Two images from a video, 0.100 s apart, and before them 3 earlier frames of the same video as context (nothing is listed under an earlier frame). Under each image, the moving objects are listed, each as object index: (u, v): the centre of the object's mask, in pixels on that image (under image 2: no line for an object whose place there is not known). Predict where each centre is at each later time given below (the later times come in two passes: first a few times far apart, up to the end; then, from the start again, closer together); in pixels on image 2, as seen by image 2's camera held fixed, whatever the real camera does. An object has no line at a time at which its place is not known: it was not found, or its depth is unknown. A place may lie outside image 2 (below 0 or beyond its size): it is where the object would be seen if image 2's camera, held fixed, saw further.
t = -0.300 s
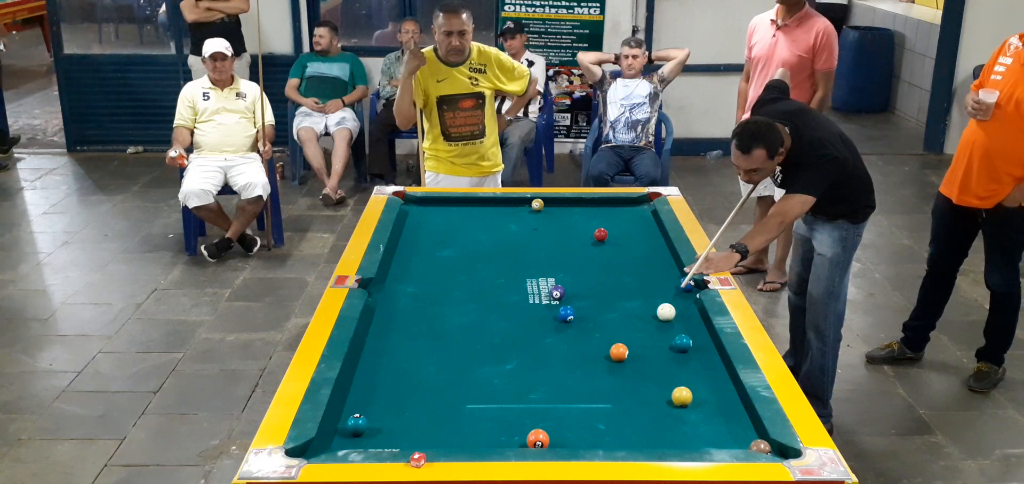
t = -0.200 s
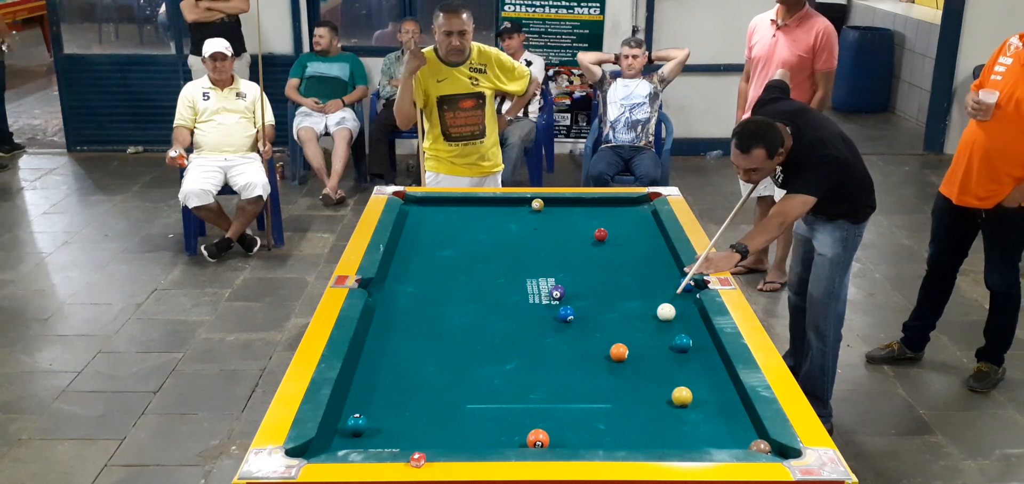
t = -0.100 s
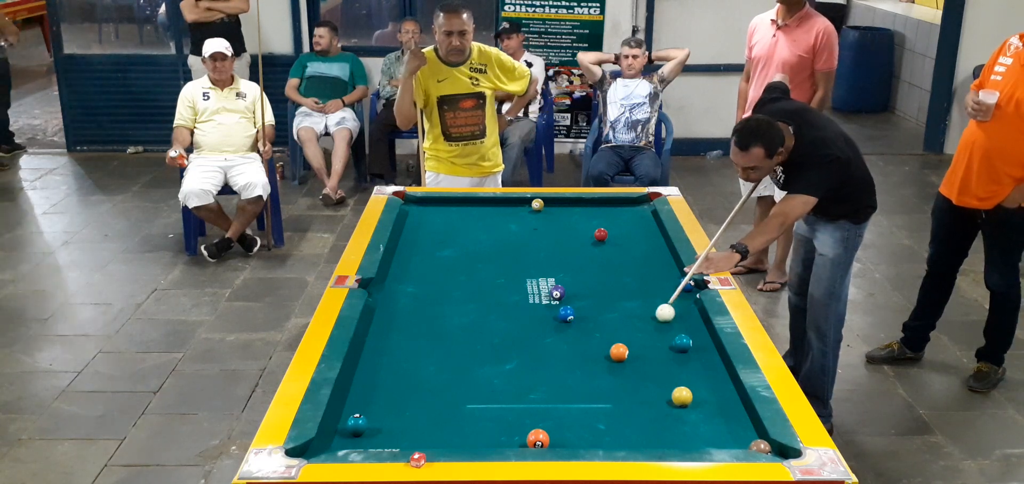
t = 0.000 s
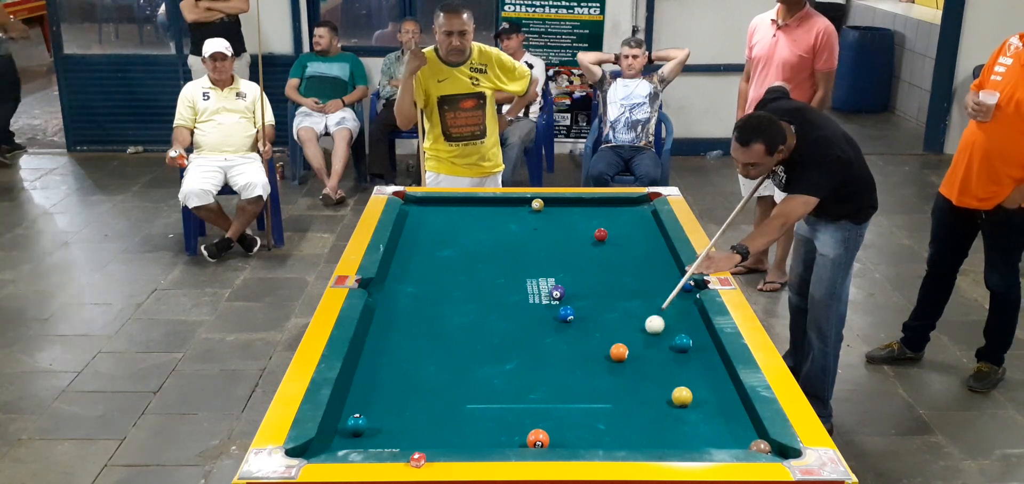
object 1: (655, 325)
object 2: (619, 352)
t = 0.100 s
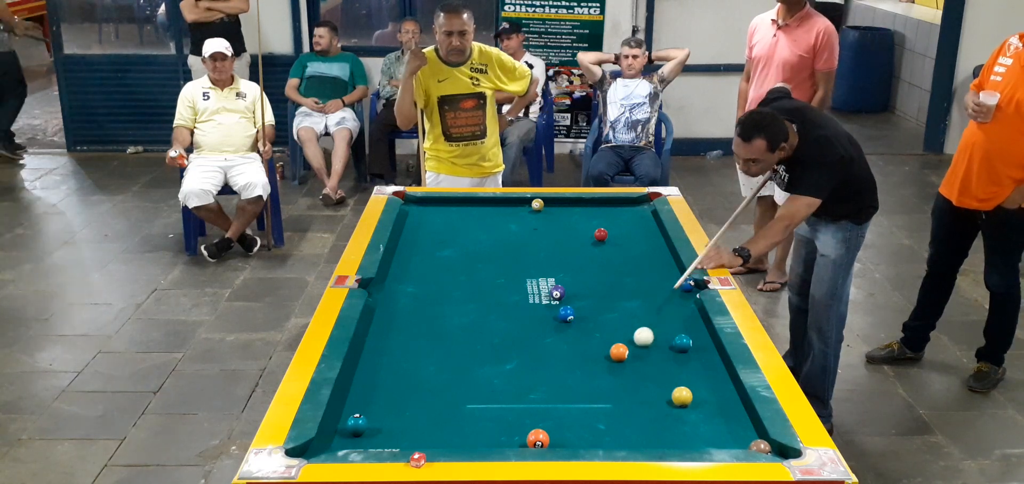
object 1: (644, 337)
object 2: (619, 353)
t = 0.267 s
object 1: (637, 354)
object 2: (600, 358)
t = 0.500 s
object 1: (640, 376)
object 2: (557, 372)
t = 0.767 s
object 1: (644, 402)
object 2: (508, 387)
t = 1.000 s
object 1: (648, 425)
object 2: (466, 400)
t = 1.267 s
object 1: (650, 441)
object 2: (417, 416)
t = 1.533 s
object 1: (644, 427)
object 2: (372, 432)
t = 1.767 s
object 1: (638, 416)
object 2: (346, 444)
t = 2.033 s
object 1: (634, 406)
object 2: (331, 441)
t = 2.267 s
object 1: (630, 399)
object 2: (331, 436)
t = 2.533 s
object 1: (628, 394)
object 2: (338, 432)
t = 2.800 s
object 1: (626, 391)
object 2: (342, 431)
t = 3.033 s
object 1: (625, 390)
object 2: (343, 431)
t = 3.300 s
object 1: (625, 390)
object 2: (343, 431)
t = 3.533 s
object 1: (625, 390)
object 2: (343, 431)
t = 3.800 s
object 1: (625, 390)
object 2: (343, 431)
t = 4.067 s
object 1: (625, 390)
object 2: (343, 431)
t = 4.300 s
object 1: (625, 390)
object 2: (343, 431)
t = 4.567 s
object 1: (625, 390)
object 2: (343, 431)
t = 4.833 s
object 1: (625, 390)
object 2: (343, 431)
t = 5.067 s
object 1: (625, 390)
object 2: (344, 431)
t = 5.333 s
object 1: (625, 390)
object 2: (343, 431)
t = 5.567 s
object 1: (625, 390)
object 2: (343, 431)
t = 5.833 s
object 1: (625, 390)
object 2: (343, 431)
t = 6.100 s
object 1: (625, 390)
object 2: (344, 430)
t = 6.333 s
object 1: (625, 390)
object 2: (343, 431)
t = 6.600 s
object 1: (625, 390)
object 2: (343, 431)
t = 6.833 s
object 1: (625, 390)
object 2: (343, 431)
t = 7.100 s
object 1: (625, 390)
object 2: (343, 431)
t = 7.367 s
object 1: (625, 390)
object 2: (343, 431)
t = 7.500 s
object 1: (625, 390)
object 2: (343, 431)
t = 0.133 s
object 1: (640, 341)
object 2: (619, 353)
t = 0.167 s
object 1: (636, 345)
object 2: (619, 353)
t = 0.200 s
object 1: (635, 349)
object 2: (614, 354)
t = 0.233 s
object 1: (636, 352)
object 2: (607, 356)
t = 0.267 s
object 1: (637, 354)
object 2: (600, 358)
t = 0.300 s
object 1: (637, 358)
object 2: (594, 360)
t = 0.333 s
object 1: (638, 361)
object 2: (588, 362)
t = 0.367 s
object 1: (638, 364)
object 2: (582, 364)
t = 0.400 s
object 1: (638, 367)
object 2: (576, 366)
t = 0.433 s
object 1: (639, 370)
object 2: (570, 368)
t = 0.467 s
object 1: (639, 373)
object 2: (563, 370)
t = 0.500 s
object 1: (640, 376)
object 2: (557, 372)
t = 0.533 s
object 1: (640, 380)
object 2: (551, 373)
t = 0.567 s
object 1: (641, 383)
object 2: (545, 375)
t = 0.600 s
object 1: (641, 386)
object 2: (539, 377)
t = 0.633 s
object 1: (642, 389)
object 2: (533, 379)
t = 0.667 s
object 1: (643, 392)
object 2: (527, 381)
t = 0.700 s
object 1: (644, 395)
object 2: (521, 383)
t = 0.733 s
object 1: (644, 399)
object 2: (515, 385)
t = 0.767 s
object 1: (644, 402)
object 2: (508, 387)
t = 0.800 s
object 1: (644, 405)
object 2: (502, 389)
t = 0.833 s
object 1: (645, 409)
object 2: (496, 391)
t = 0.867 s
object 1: (645, 412)
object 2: (490, 393)
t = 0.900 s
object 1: (646, 415)
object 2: (484, 395)
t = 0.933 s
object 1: (647, 419)
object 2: (478, 397)
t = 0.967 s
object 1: (647, 422)
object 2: (472, 398)
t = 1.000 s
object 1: (648, 425)
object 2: (466, 400)
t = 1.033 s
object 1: (649, 429)
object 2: (460, 402)
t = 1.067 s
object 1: (649, 432)
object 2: (454, 405)
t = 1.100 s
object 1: (650, 435)
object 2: (448, 406)
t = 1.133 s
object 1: (650, 438)
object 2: (441, 408)
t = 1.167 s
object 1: (651, 440)
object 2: (435, 410)
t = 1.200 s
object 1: (651, 442)
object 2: (429, 412)
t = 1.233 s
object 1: (651, 442)
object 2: (423, 414)
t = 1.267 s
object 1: (650, 441)
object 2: (417, 416)
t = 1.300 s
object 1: (649, 439)
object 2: (411, 418)
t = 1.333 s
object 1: (648, 437)
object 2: (405, 420)
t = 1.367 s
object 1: (648, 436)
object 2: (399, 422)
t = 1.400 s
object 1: (647, 434)
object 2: (393, 424)
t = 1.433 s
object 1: (646, 432)
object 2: (387, 426)
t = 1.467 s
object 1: (645, 430)
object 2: (381, 428)
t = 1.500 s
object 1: (644, 429)
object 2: (375, 430)
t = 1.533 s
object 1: (644, 427)
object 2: (372, 432)
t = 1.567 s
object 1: (643, 425)
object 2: (368, 434)
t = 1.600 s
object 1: (642, 424)
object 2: (364, 437)
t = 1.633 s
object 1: (641, 422)
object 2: (361, 438)
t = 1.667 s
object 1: (640, 420)
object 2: (357, 440)
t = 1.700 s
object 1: (640, 419)
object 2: (354, 441)
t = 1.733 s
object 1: (639, 418)
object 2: (350, 443)
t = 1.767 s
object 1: (638, 416)
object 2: (346, 444)
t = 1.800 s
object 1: (638, 415)
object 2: (343, 445)
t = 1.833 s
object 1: (637, 413)
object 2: (341, 444)
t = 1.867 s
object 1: (636, 412)
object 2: (340, 444)
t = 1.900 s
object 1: (636, 411)
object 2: (338, 443)
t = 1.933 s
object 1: (635, 409)
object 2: (336, 442)
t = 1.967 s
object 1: (635, 408)
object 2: (335, 442)
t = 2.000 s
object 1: (634, 407)
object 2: (333, 441)
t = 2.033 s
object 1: (634, 406)
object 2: (331, 441)
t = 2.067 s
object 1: (633, 405)
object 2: (330, 440)
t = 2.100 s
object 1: (633, 404)
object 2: (328, 439)
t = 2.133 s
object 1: (632, 403)
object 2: (327, 438)
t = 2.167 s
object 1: (632, 402)
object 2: (328, 437)
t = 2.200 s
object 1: (631, 401)
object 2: (329, 437)
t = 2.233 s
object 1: (631, 400)
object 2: (330, 436)
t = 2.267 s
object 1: (630, 399)
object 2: (331, 436)
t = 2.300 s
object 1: (630, 399)
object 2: (332, 435)
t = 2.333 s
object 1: (629, 398)
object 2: (333, 434)
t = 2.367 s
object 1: (629, 397)
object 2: (334, 434)
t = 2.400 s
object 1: (629, 397)
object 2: (335, 434)
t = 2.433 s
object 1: (628, 396)
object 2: (336, 433)
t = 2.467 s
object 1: (628, 395)
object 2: (337, 433)
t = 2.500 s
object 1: (628, 395)
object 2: (338, 433)
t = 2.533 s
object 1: (628, 394)
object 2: (338, 432)
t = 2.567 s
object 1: (627, 394)
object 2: (339, 432)
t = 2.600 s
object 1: (627, 393)
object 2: (340, 432)
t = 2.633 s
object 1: (627, 393)
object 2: (340, 432)
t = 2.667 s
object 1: (627, 392)
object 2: (341, 432)
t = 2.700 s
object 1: (627, 392)
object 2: (341, 432)
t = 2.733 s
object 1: (626, 392)
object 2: (342, 431)
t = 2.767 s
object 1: (626, 391)
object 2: (342, 431)
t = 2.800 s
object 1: (626, 391)
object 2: (342, 431)
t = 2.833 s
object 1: (626, 391)
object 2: (342, 431)
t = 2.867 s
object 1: (626, 390)
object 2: (343, 431)
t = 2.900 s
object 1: (626, 391)
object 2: (343, 431)
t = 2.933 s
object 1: (625, 390)
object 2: (343, 431)
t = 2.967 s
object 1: (625, 390)
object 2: (343, 431)
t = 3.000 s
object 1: (625, 390)
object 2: (343, 431)
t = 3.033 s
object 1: (625, 390)
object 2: (343, 431)
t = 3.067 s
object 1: (625, 390)
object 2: (343, 431)
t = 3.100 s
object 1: (625, 390)
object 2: (343, 431)
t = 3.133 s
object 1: (625, 390)
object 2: (343, 431)
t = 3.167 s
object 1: (625, 390)
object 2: (343, 431)
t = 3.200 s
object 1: (625, 390)
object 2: (343, 431)
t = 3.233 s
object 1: (625, 390)
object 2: (343, 431)
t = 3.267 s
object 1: (625, 390)
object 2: (343, 431)
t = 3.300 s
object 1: (625, 390)
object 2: (343, 431)
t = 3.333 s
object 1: (625, 390)
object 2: (343, 431)
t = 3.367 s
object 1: (625, 390)
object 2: (343, 431)
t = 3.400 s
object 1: (625, 390)
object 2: (343, 431)
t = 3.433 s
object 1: (625, 390)
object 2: (343, 431)
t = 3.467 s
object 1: (626, 390)
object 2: (343, 431)
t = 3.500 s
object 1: (626, 390)
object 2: (343, 431)
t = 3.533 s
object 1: (625, 390)
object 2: (343, 431)
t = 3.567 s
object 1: (625, 390)
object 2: (343, 431)
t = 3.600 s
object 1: (625, 390)
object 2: (343, 431)
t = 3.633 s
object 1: (625, 390)
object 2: (343, 431)
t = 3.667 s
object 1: (625, 390)
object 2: (343, 431)
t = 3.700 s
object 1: (625, 390)
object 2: (343, 431)
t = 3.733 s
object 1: (625, 390)
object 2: (343, 431)
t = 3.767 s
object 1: (625, 390)
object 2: (343, 431)
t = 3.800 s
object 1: (625, 390)
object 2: (343, 431)
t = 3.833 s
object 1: (626, 390)
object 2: (343, 431)
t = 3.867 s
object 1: (625, 390)
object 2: (343, 431)
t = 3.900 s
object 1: (625, 390)
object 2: (343, 431)
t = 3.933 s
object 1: (625, 390)
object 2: (343, 431)
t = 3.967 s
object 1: (625, 390)
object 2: (343, 431)
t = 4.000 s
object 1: (625, 390)
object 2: (343, 431)
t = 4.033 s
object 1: (625, 390)
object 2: (343, 431)
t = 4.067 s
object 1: (625, 390)
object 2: (343, 431)
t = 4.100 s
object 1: (625, 390)
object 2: (343, 431)
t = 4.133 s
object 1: (625, 390)
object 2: (343, 431)
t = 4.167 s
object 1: (625, 390)
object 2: (343, 431)
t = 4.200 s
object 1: (625, 390)
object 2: (343, 431)
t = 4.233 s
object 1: (625, 390)
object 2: (343, 431)
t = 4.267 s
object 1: (625, 390)
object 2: (343, 431)
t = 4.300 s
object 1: (625, 390)
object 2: (343, 431)
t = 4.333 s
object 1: (625, 390)
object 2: (343, 431)
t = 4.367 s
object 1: (625, 390)
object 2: (343, 431)
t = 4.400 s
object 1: (625, 390)
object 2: (343, 431)
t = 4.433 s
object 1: (625, 390)
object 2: (343, 431)
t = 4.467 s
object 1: (625, 390)
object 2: (343, 431)
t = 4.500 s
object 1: (625, 390)
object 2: (343, 431)
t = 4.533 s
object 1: (625, 390)
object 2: (343, 431)
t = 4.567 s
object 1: (625, 390)
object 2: (343, 431)
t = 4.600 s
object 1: (625, 390)
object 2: (343, 431)
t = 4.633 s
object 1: (625, 390)
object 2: (343, 431)
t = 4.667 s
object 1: (625, 390)
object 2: (343, 431)
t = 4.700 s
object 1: (625, 390)
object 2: (343, 431)
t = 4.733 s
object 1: (625, 390)
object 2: (343, 431)
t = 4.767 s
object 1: (625, 390)
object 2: (343, 431)
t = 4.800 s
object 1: (625, 390)
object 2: (343, 431)
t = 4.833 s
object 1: (625, 390)
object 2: (343, 431)
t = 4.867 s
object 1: (625, 390)
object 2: (342, 431)
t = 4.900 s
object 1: (625, 390)
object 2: (341, 431)
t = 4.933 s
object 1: (625, 390)
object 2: (341, 431)
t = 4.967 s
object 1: (625, 390)
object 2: (342, 431)
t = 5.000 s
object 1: (625, 390)
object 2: (342, 431)
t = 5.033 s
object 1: (625, 390)
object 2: (343, 431)
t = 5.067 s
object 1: (625, 390)
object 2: (344, 431)
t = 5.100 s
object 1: (625, 390)
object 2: (345, 431)
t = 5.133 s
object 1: (625, 390)
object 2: (343, 431)
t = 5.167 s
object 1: (625, 390)
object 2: (343, 431)
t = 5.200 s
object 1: (625, 390)
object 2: (343, 431)
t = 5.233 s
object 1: (625, 390)
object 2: (343, 431)
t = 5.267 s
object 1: (625, 390)
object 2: (343, 431)
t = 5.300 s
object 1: (625, 390)
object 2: (343, 431)
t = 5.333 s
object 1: (625, 390)
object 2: (343, 431)
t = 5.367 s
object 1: (625, 390)
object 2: (343, 431)
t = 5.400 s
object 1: (625, 390)
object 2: (343, 431)
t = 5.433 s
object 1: (625, 390)
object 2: (343, 431)
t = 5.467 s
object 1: (625, 390)
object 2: (343, 431)
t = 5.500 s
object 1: (625, 390)
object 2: (343, 431)
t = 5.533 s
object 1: (625, 390)
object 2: (343, 431)
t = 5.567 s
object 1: (625, 390)
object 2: (343, 431)
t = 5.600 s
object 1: (625, 390)
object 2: (343, 431)
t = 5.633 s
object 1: (625, 390)
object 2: (343, 431)
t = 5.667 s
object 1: (625, 390)
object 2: (343, 431)
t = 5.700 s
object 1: (625, 390)
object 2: (343, 431)
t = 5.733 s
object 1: (625, 390)
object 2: (343, 431)
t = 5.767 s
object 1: (625, 390)
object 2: (343, 431)
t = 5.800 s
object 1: (625, 390)
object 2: (343, 431)
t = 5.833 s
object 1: (625, 390)
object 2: (343, 431)
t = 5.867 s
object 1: (625, 390)
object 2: (343, 431)
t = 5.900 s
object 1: (625, 390)
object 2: (343, 431)
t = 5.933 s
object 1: (625, 390)
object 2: (342, 431)
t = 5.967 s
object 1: (625, 390)
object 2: (342, 431)
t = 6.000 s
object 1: (625, 390)
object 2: (343, 431)
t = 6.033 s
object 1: (625, 390)
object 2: (343, 431)
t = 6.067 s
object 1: (625, 390)
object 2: (344, 431)
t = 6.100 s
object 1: (625, 390)
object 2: (344, 430)
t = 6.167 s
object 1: (625, 390)
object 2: (343, 431)
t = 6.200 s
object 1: (625, 390)
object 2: (343, 431)
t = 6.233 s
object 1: (625, 390)
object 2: (343, 431)
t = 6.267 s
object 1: (625, 390)
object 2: (343, 431)
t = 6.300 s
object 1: (625, 390)
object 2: (343, 431)
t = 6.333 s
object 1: (625, 390)
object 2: (343, 431)
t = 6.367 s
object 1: (625, 390)
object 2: (343, 431)
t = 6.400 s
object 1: (625, 390)
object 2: (343, 431)
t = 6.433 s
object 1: (625, 390)
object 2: (343, 431)
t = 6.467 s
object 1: (625, 390)
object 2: (343, 431)
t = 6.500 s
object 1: (625, 390)
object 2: (343, 431)
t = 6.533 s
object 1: (625, 390)
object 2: (343, 431)
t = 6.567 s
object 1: (625, 390)
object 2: (343, 431)
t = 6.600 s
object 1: (625, 390)
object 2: (343, 431)
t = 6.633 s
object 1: (625, 390)
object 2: (343, 431)
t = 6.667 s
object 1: (625, 390)
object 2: (343, 431)
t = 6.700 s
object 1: (625, 390)
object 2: (343, 431)
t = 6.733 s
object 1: (625, 390)
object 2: (343, 431)
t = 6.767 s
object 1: (625, 390)
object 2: (343, 431)
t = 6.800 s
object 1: (625, 390)
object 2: (343, 431)
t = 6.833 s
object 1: (625, 390)
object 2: (343, 431)
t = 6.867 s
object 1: (625, 390)
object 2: (343, 431)
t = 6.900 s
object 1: (625, 390)
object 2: (343, 431)
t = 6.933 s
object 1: (625, 390)
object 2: (343, 431)
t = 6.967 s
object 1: (625, 390)
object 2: (343, 431)
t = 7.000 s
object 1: (625, 390)
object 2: (343, 431)
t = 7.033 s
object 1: (625, 390)
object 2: (343, 431)
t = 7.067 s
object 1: (625, 390)
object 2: (343, 431)
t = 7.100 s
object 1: (625, 390)
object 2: (343, 431)
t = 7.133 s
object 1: (625, 390)
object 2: (343, 431)
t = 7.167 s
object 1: (625, 390)
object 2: (343, 431)
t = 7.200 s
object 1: (625, 390)
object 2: (343, 431)
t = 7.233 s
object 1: (625, 390)
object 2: (343, 431)
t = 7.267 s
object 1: (625, 390)
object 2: (343, 431)
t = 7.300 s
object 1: (625, 390)
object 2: (343, 431)
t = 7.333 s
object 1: (625, 390)
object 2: (343, 431)
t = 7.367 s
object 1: (625, 390)
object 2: (343, 431)
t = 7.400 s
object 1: (625, 390)
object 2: (343, 431)
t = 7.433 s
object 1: (625, 390)
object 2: (343, 431)
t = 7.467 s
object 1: (625, 390)
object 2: (343, 431)
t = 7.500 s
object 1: (625, 390)
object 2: (343, 431)
